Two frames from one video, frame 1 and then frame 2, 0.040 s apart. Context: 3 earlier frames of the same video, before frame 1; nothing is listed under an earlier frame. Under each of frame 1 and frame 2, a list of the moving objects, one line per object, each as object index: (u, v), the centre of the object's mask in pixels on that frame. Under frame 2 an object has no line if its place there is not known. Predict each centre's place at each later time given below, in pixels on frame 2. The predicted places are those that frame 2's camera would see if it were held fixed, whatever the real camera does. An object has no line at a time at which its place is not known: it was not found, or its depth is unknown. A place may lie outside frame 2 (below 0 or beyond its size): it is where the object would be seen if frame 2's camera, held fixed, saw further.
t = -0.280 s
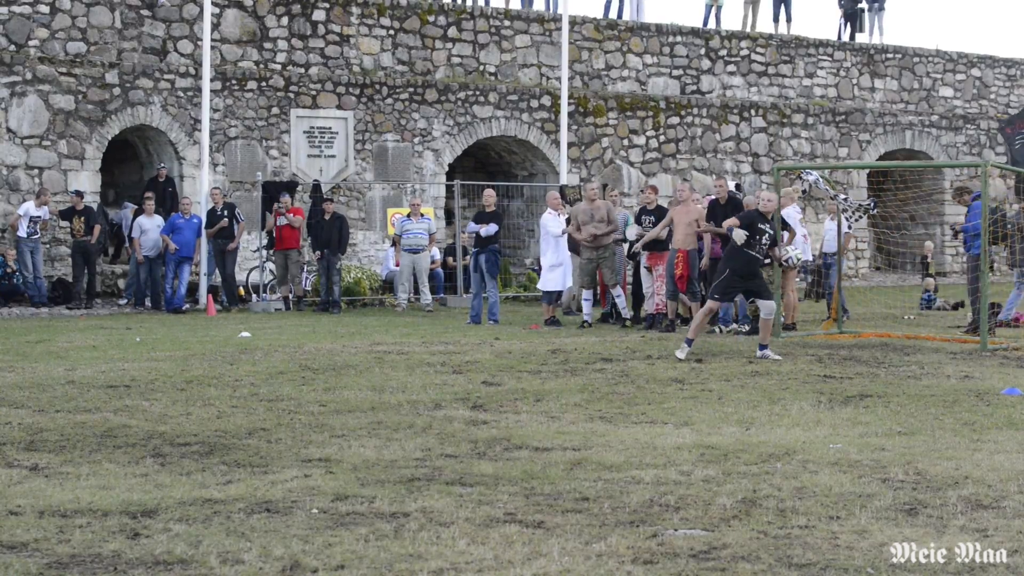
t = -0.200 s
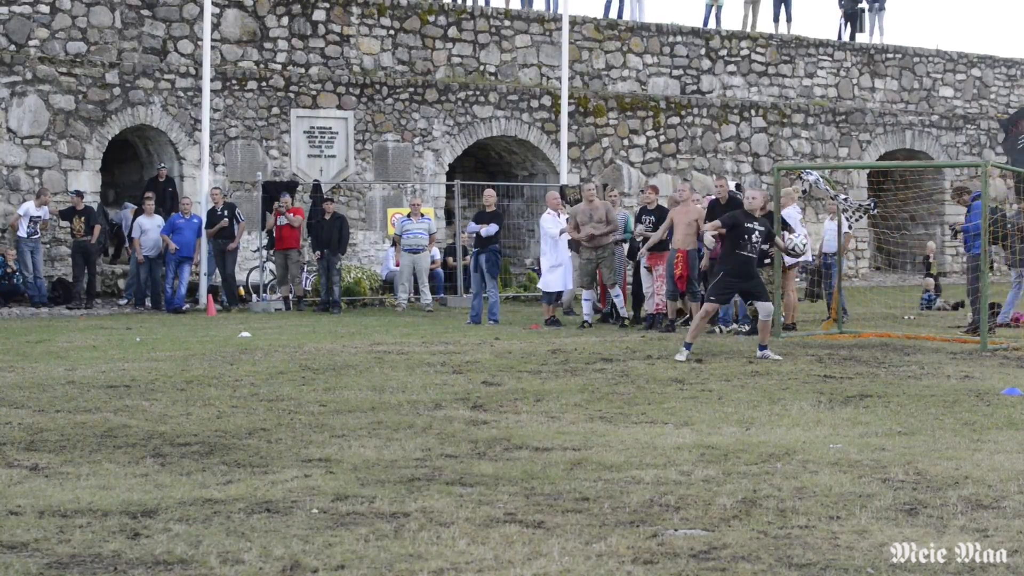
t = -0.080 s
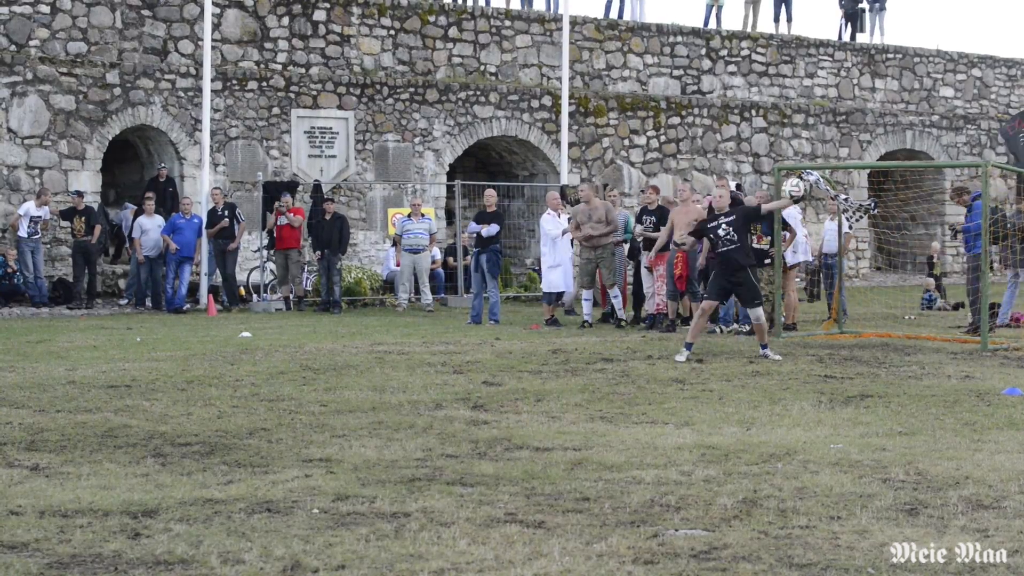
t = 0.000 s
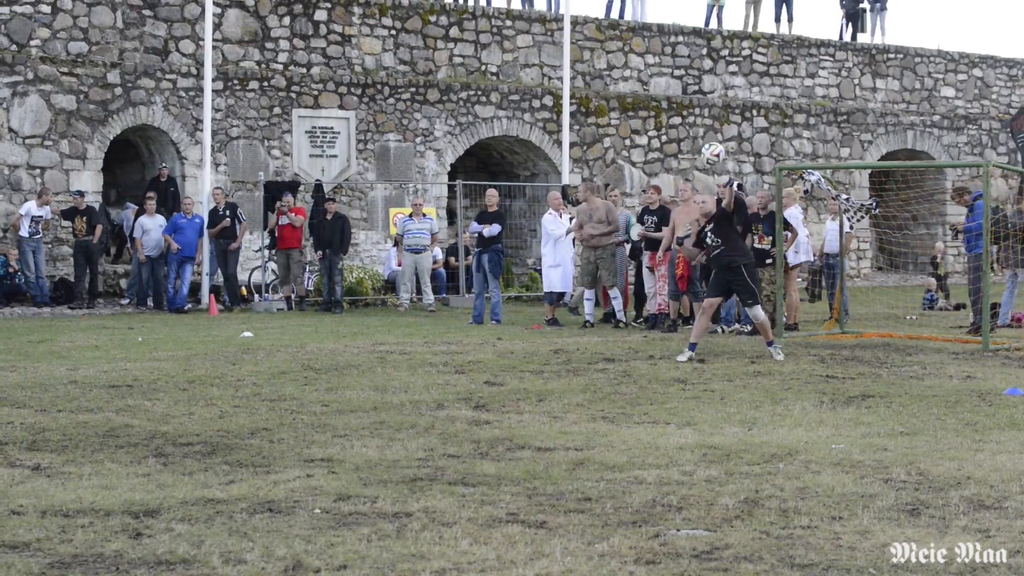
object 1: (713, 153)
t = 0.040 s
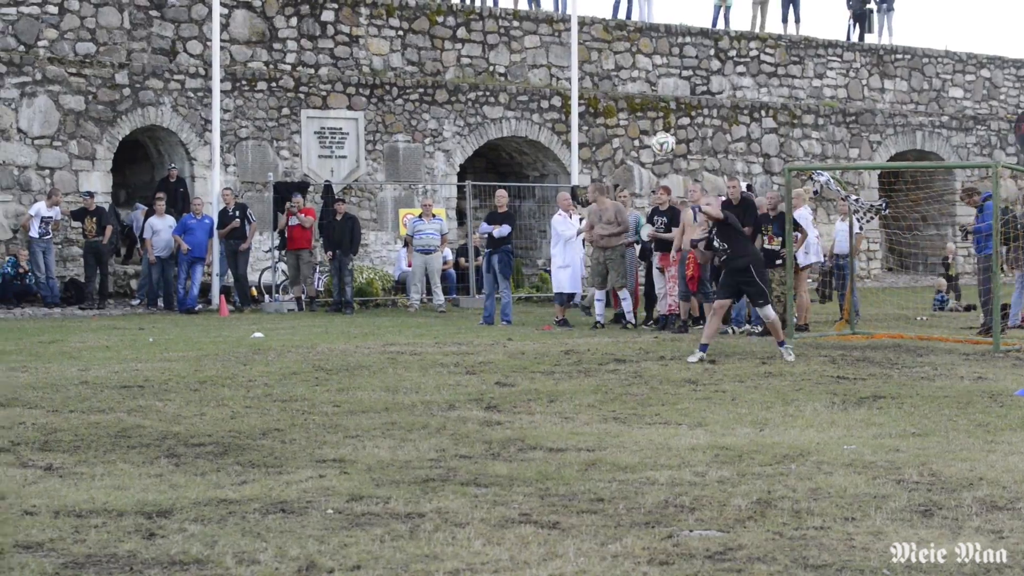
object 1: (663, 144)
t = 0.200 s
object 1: (409, 113)
